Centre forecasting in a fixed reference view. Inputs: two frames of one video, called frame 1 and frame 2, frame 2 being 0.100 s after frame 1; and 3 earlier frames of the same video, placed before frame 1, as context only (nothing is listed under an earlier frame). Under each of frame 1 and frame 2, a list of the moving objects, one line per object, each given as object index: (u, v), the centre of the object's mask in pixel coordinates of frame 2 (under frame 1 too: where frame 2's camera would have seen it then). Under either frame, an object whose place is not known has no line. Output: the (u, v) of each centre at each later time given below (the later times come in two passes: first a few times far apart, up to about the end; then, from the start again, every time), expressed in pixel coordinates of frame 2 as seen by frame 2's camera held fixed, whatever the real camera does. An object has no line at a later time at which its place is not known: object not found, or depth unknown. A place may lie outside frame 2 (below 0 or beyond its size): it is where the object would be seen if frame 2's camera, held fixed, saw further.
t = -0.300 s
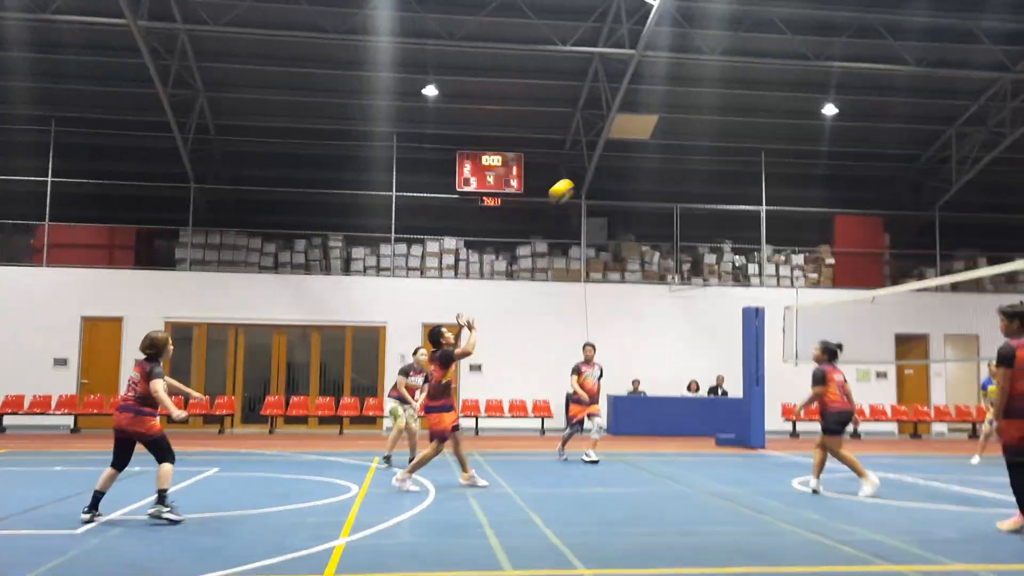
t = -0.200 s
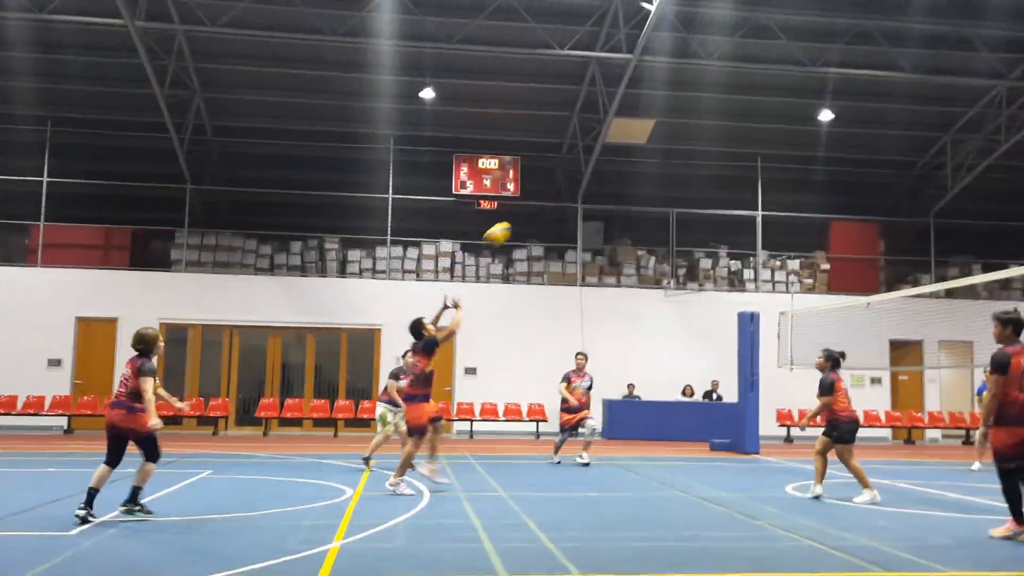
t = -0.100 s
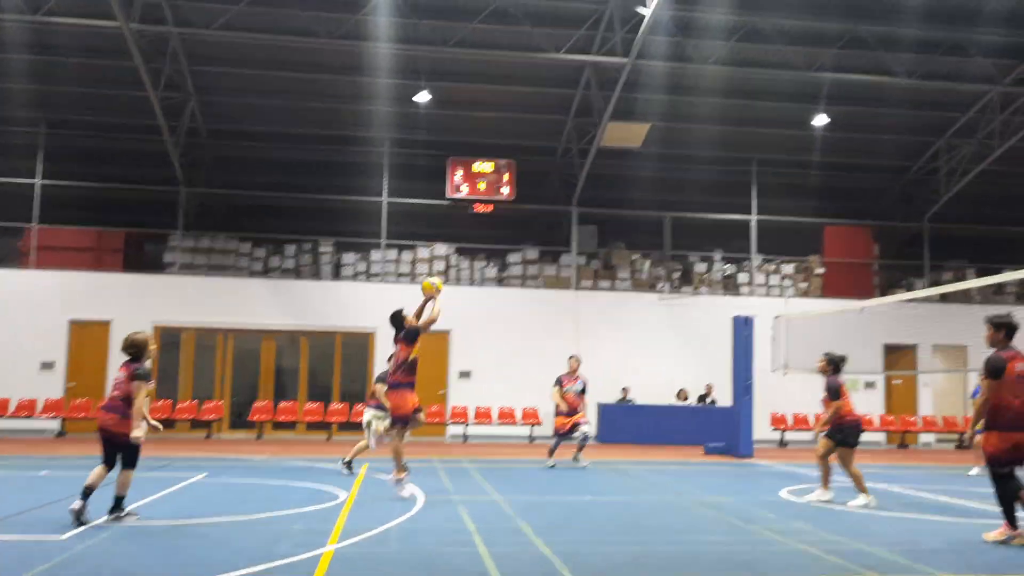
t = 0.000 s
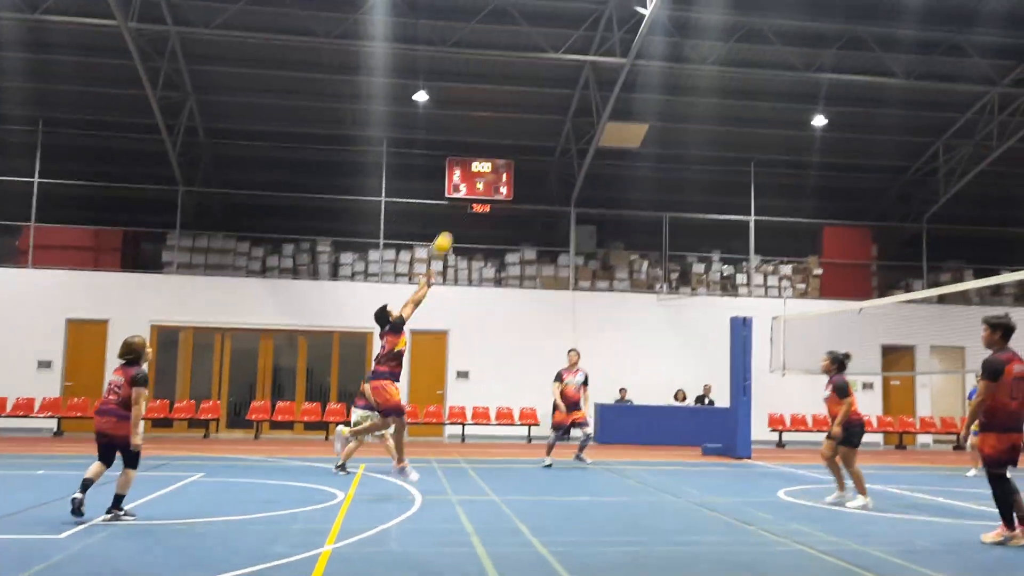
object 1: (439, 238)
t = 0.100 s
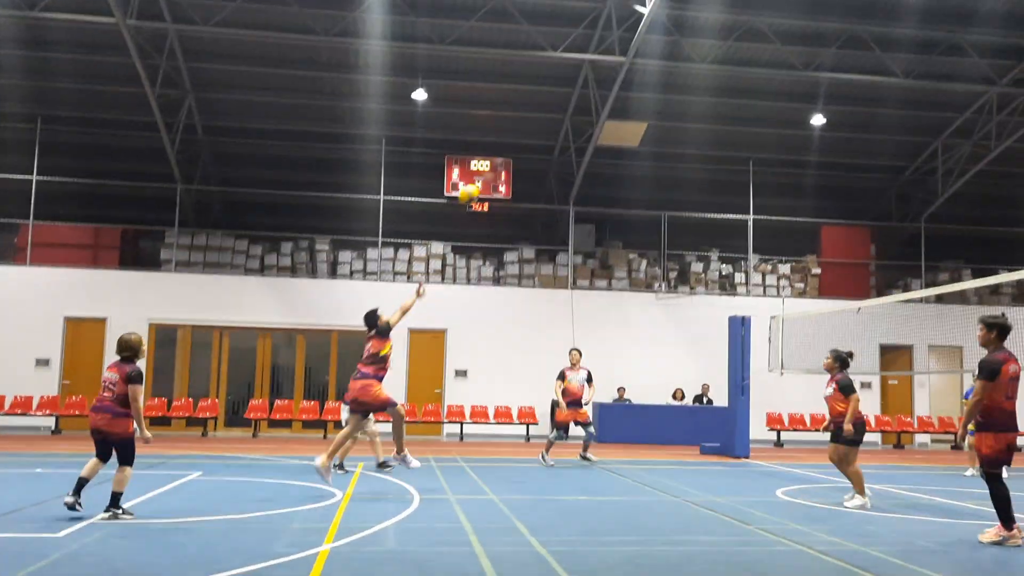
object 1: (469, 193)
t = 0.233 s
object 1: (505, 144)
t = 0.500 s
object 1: (563, 98)
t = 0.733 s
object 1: (608, 110)
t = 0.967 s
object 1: (645, 155)
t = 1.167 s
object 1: (671, 224)
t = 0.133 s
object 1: (477, 180)
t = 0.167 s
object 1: (488, 166)
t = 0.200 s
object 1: (499, 155)
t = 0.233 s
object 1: (505, 144)
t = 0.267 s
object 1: (514, 136)
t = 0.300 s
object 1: (522, 129)
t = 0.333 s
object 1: (530, 120)
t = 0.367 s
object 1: (538, 113)
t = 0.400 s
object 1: (545, 109)
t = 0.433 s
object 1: (551, 104)
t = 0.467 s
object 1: (556, 103)
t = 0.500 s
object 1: (563, 98)
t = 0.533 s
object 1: (568, 100)
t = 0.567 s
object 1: (578, 100)
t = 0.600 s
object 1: (580, 104)
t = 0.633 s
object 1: (586, 104)
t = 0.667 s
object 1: (593, 105)
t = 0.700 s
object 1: (602, 106)
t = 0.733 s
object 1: (608, 110)
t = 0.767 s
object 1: (615, 113)
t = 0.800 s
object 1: (621, 118)
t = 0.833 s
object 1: (628, 123)
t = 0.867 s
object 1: (631, 131)
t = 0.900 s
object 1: (636, 138)
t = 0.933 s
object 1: (640, 147)
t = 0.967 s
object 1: (645, 155)
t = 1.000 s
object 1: (649, 168)
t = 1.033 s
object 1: (651, 178)
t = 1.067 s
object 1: (656, 188)
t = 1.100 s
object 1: (661, 200)
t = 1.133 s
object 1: (665, 211)
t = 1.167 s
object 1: (671, 224)
